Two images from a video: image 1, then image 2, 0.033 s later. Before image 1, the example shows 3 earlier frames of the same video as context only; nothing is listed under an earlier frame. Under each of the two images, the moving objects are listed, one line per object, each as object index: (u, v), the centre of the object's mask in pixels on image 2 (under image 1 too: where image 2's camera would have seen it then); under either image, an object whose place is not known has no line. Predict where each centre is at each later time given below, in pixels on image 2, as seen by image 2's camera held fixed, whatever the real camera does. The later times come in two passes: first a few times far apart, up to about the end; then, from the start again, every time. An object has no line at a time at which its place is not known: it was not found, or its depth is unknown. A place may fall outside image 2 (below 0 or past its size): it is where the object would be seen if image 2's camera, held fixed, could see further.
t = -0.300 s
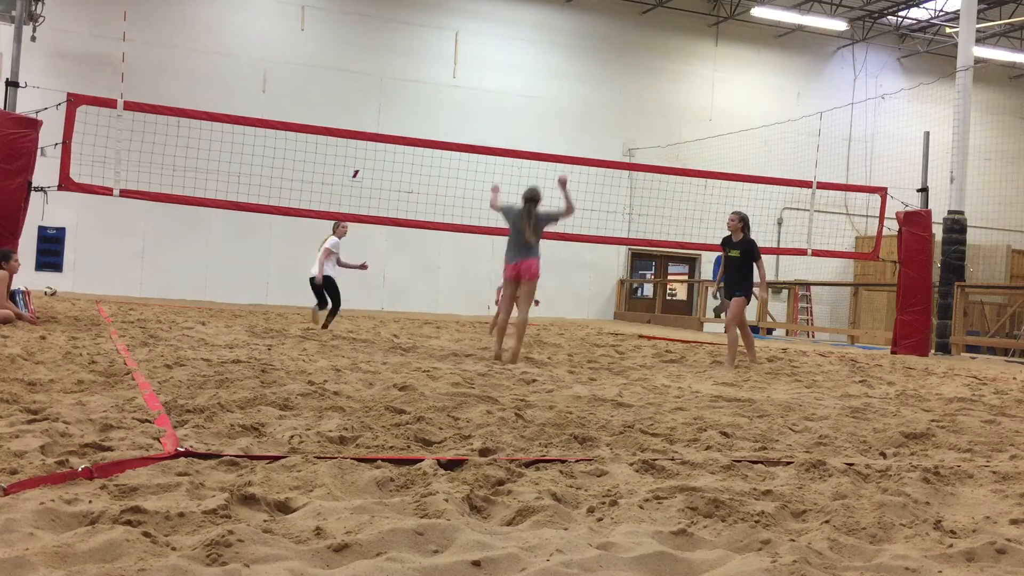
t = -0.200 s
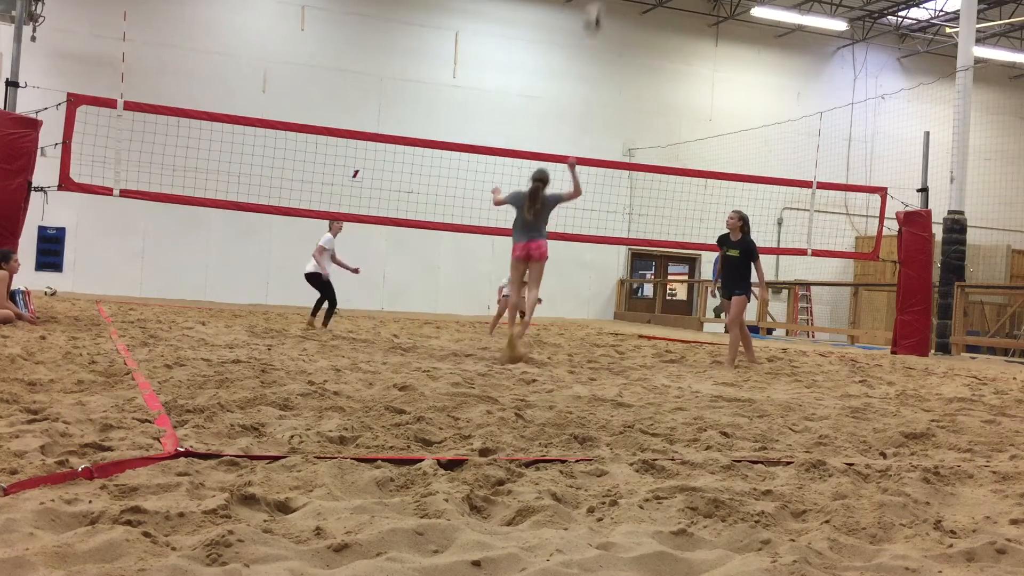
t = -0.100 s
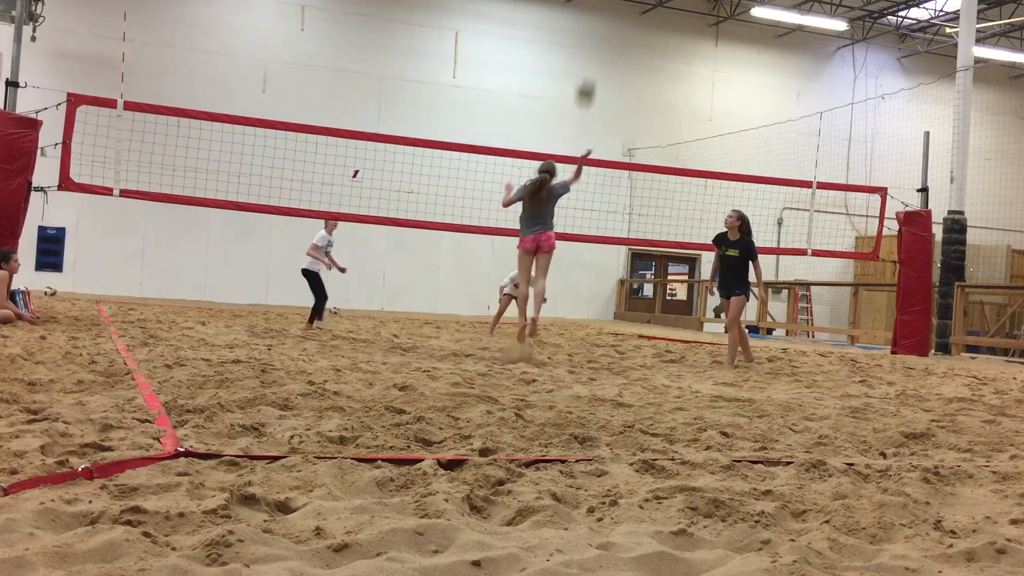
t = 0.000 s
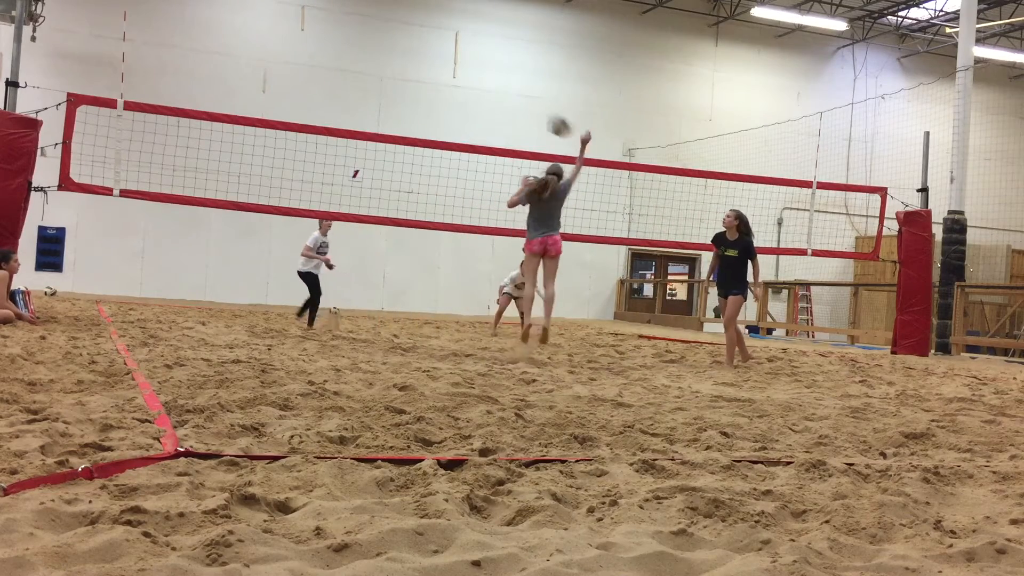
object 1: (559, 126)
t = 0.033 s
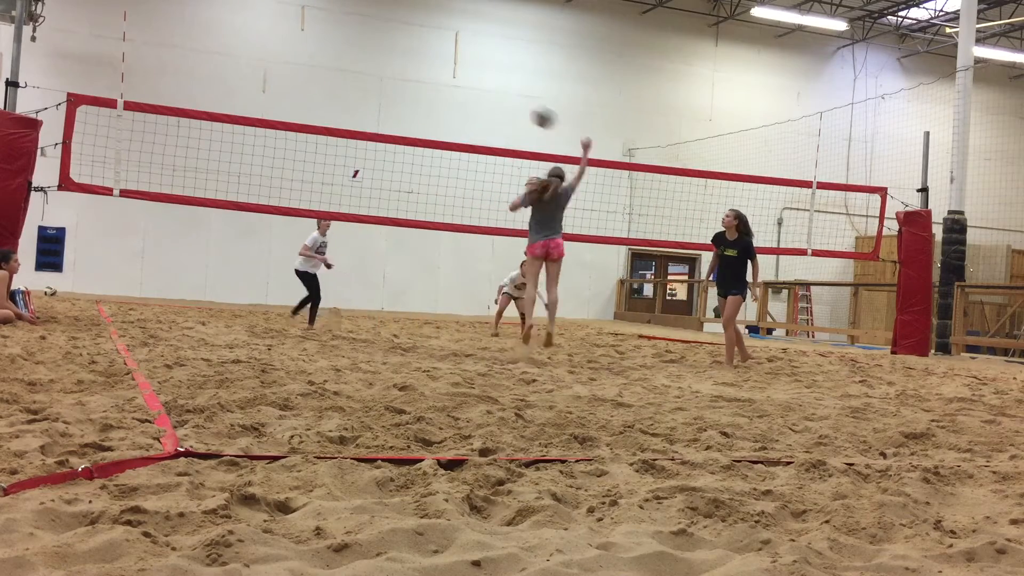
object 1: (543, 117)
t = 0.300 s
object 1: (426, 96)
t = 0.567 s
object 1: (326, 141)
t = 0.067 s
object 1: (528, 110)
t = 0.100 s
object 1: (512, 105)
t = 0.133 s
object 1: (496, 101)
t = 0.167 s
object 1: (481, 97)
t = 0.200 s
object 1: (467, 95)
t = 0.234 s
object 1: (453, 94)
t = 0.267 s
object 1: (439, 95)
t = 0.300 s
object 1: (426, 96)
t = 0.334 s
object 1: (412, 98)
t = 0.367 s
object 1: (399, 100)
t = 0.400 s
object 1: (386, 105)
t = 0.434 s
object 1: (374, 111)
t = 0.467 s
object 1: (362, 116)
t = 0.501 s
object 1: (351, 121)
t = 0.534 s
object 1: (339, 125)
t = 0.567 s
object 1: (326, 141)
